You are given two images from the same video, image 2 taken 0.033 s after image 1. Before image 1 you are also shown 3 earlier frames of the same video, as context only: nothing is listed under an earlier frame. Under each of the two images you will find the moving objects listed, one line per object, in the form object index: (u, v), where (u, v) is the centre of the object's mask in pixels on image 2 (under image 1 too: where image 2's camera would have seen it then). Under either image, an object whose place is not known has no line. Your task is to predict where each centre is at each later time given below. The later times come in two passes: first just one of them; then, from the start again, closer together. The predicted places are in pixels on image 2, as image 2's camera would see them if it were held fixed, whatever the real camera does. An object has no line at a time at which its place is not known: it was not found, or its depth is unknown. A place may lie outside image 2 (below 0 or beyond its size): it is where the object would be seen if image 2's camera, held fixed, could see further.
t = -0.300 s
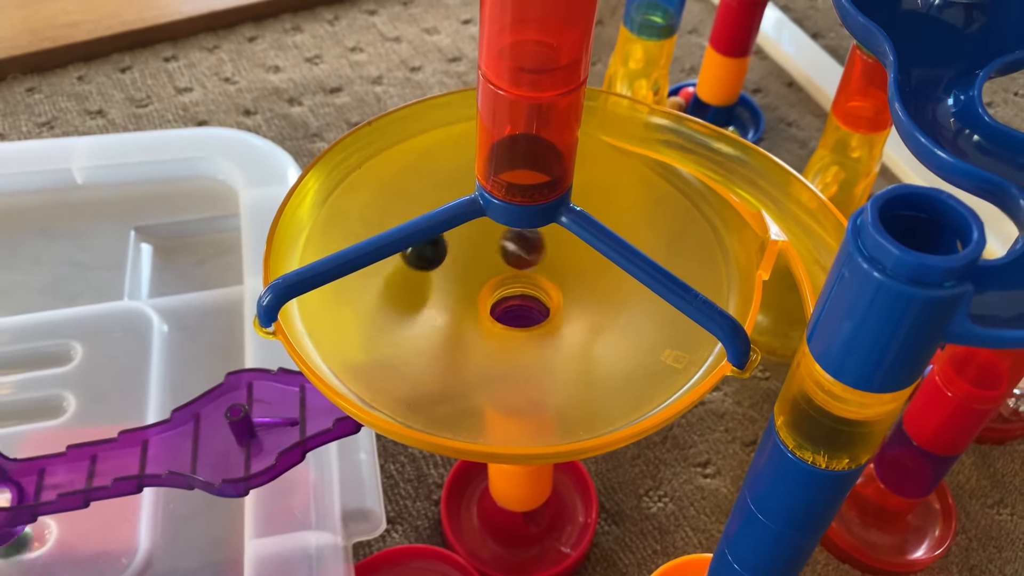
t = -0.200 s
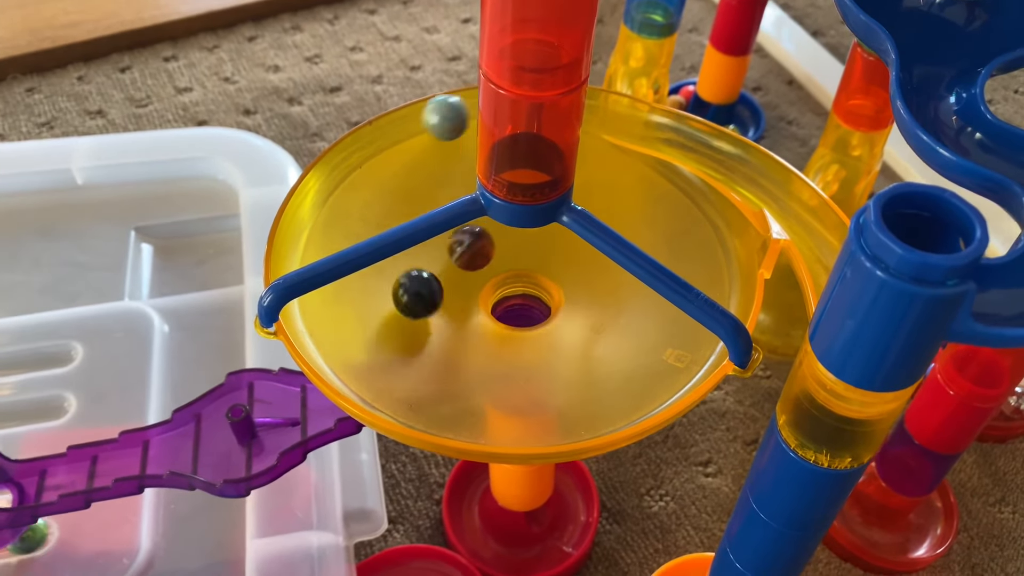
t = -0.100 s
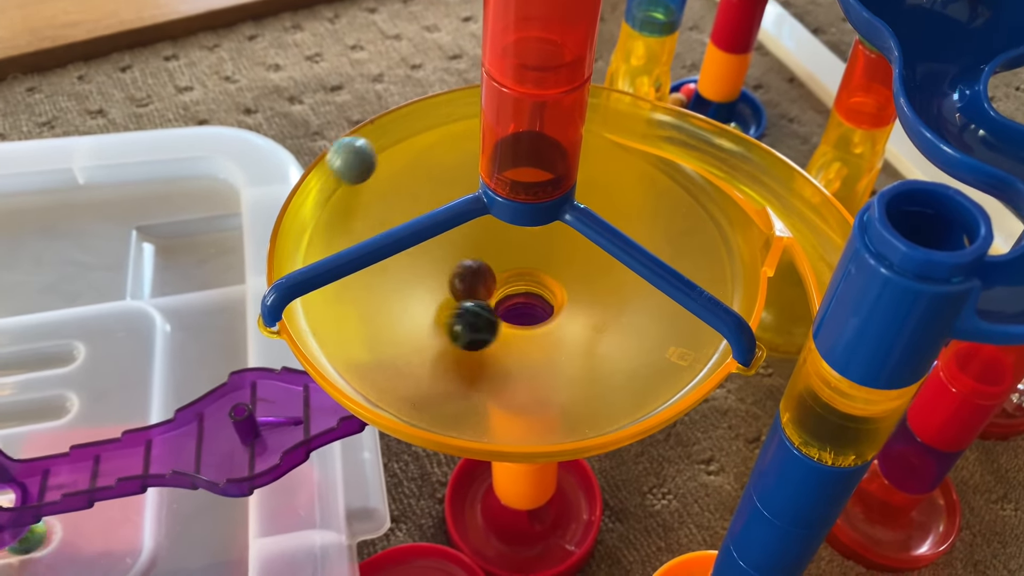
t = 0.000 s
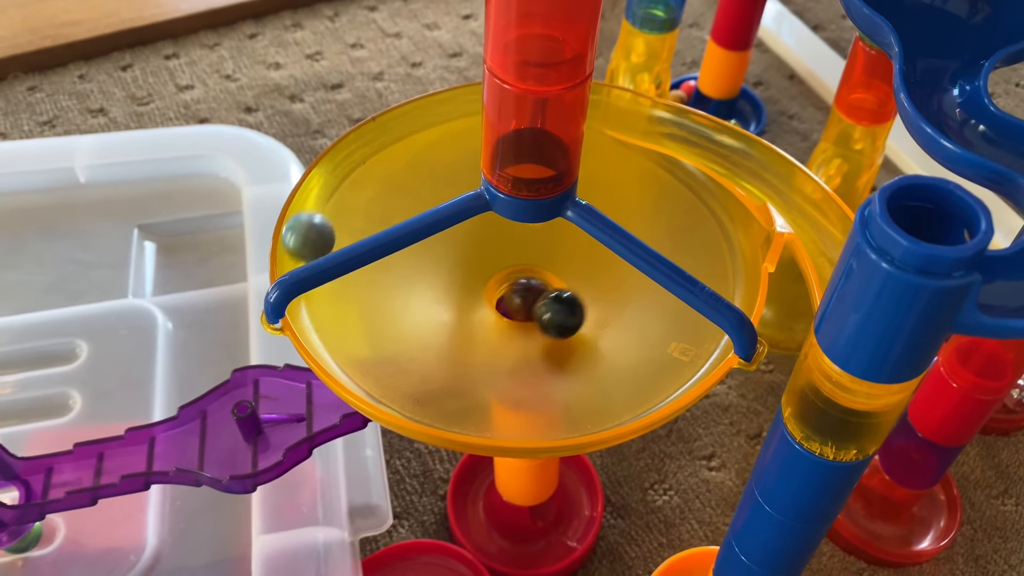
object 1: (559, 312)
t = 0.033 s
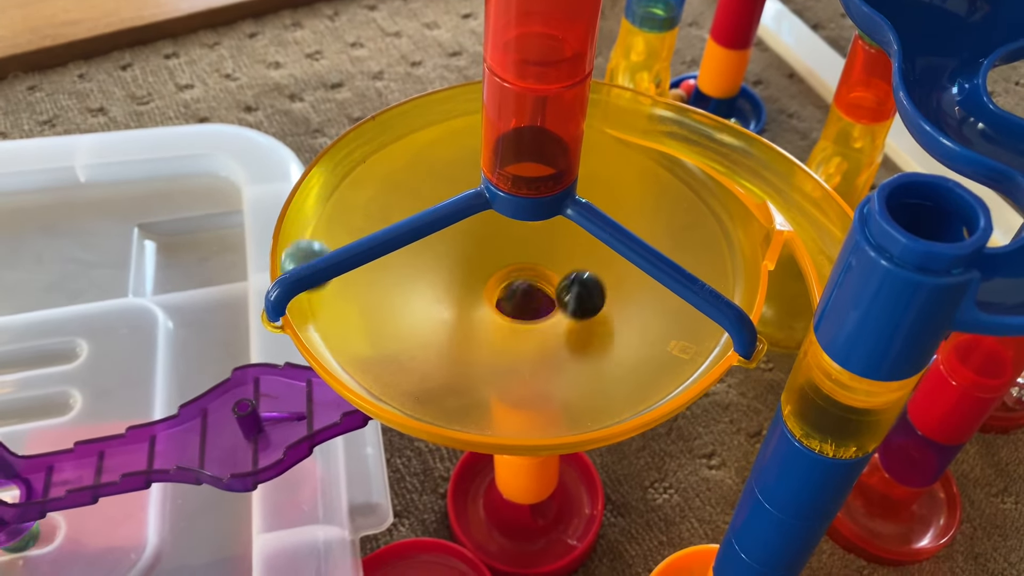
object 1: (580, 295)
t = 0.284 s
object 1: (485, 219)
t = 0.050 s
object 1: (587, 285)
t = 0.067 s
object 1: (591, 274)
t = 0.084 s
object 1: (592, 263)
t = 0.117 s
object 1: (584, 247)
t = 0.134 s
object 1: (576, 239)
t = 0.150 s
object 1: (568, 233)
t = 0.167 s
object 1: (561, 228)
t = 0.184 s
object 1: (554, 225)
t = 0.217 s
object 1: (535, 224)
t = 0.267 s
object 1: (492, 218)
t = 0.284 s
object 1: (485, 219)
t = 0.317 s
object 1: (470, 223)
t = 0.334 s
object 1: (462, 228)
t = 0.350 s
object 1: (454, 233)
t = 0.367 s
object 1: (447, 238)
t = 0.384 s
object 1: (441, 244)
